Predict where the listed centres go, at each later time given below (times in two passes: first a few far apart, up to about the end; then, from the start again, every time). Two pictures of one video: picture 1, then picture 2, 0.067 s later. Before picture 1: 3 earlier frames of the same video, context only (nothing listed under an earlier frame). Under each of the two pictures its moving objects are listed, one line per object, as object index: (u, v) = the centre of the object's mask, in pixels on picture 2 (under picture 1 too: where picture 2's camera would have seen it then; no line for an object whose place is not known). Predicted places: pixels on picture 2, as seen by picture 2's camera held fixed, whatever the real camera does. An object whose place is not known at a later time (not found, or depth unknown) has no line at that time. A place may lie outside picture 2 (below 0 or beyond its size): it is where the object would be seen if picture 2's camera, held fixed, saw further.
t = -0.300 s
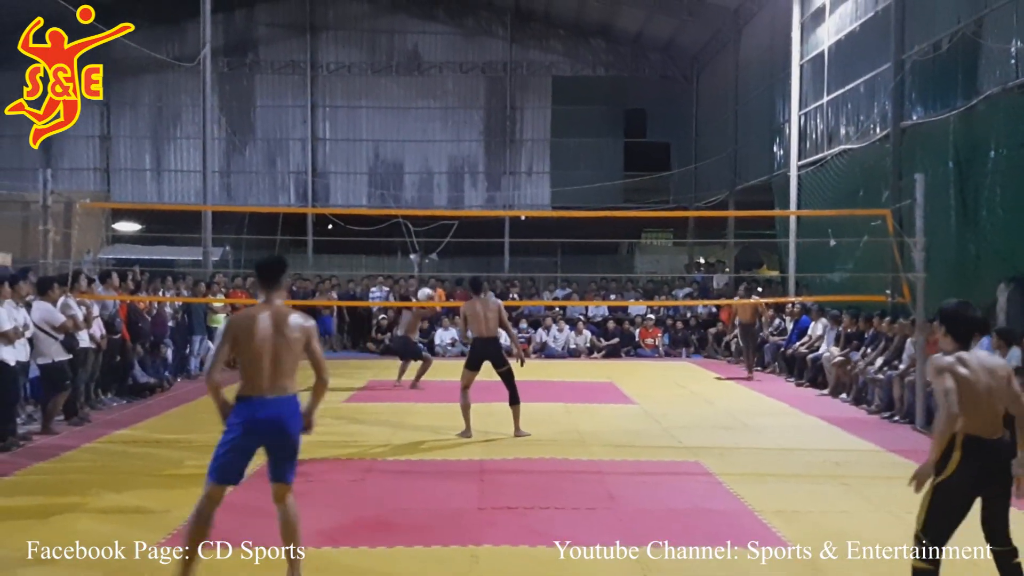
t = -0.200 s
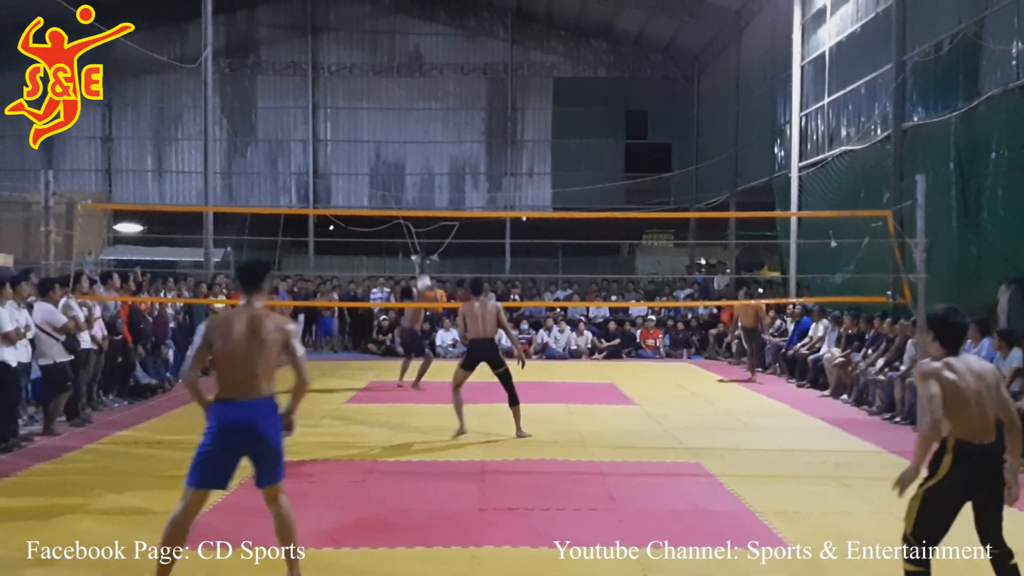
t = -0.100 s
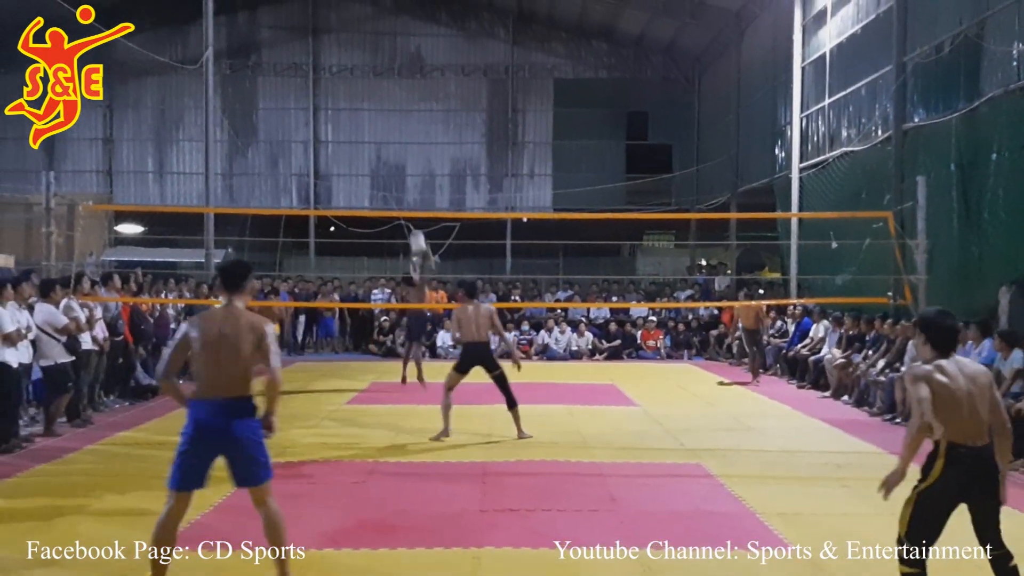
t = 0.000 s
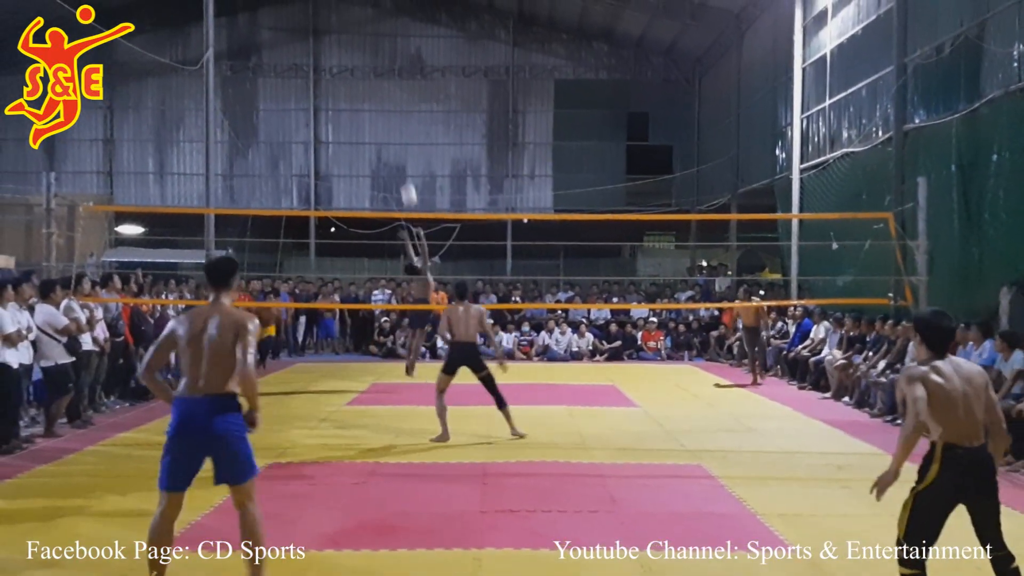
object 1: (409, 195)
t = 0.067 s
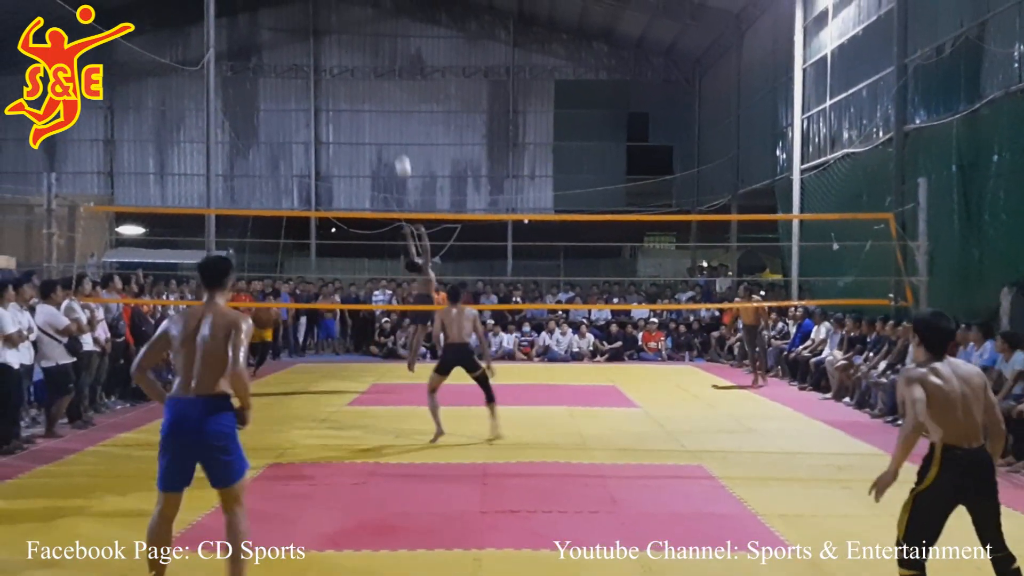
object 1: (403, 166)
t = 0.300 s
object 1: (380, 85)
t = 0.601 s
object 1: (351, 34)
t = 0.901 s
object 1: (321, 45)
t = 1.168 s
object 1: (295, 111)
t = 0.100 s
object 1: (400, 152)
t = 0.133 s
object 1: (397, 139)
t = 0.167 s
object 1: (393, 127)
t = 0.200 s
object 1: (390, 116)
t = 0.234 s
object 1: (387, 105)
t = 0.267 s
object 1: (384, 94)
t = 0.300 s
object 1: (380, 85)
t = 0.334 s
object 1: (377, 76)
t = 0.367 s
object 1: (374, 68)
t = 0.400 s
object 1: (371, 61)
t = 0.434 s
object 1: (367, 55)
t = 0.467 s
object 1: (364, 49)
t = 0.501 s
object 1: (361, 44)
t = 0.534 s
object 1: (358, 40)
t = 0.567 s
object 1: (354, 36)
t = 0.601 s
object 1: (351, 34)
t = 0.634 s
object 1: (348, 32)
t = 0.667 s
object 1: (344, 30)
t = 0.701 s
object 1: (341, 30)
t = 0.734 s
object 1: (338, 30)
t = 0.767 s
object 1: (334, 31)
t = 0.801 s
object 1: (331, 33)
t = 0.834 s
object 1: (327, 36)
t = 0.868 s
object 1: (324, 40)
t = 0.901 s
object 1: (321, 45)
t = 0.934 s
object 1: (317, 50)
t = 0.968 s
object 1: (314, 56)
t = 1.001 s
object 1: (310, 63)
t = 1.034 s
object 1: (307, 71)
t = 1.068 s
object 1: (304, 79)
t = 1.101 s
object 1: (300, 89)
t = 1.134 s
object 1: (297, 99)
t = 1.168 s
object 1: (295, 111)
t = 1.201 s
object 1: (290, 123)
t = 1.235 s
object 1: (288, 136)
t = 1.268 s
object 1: (285, 150)
